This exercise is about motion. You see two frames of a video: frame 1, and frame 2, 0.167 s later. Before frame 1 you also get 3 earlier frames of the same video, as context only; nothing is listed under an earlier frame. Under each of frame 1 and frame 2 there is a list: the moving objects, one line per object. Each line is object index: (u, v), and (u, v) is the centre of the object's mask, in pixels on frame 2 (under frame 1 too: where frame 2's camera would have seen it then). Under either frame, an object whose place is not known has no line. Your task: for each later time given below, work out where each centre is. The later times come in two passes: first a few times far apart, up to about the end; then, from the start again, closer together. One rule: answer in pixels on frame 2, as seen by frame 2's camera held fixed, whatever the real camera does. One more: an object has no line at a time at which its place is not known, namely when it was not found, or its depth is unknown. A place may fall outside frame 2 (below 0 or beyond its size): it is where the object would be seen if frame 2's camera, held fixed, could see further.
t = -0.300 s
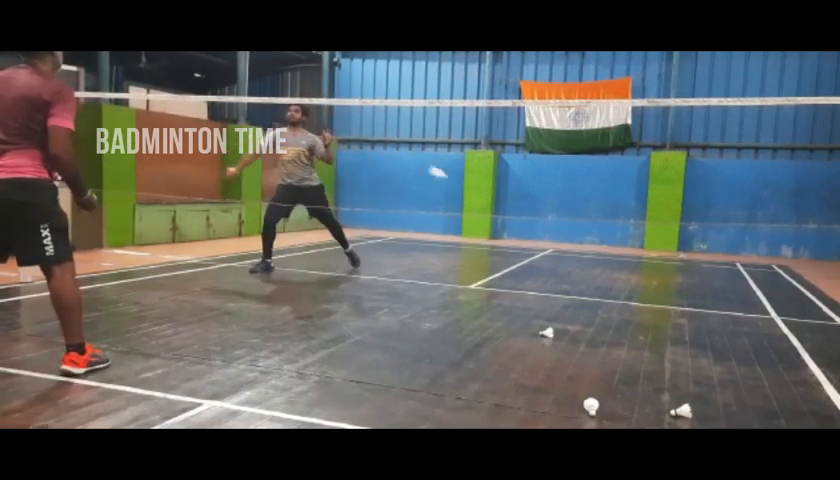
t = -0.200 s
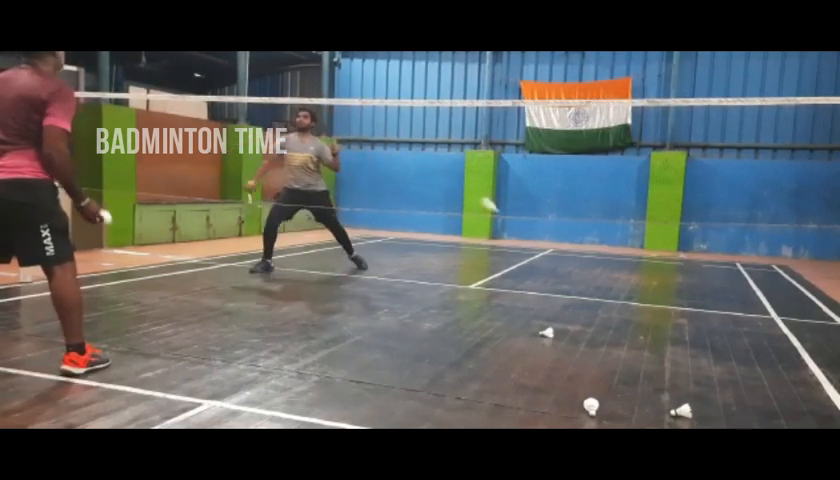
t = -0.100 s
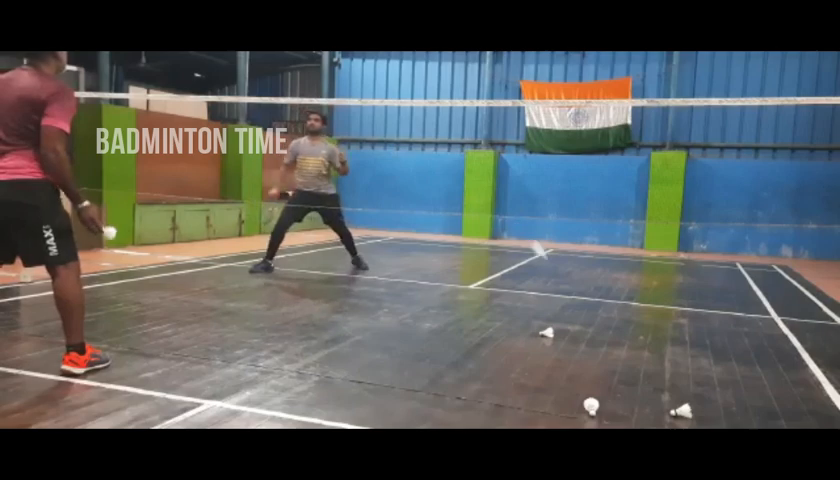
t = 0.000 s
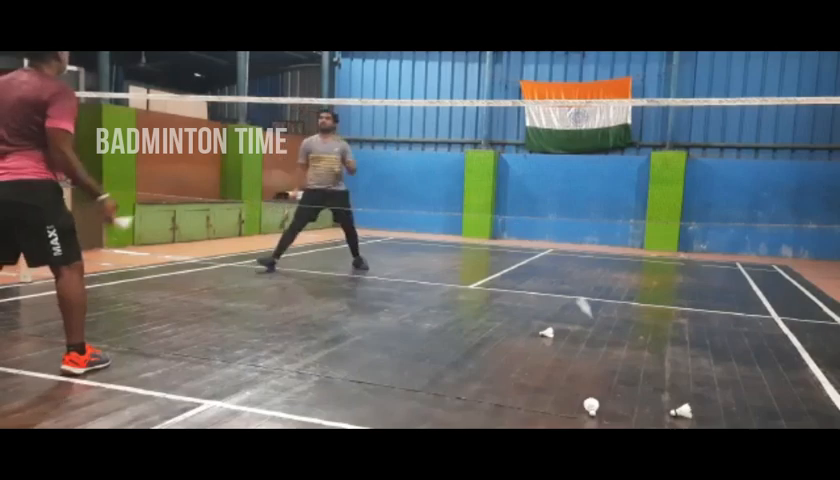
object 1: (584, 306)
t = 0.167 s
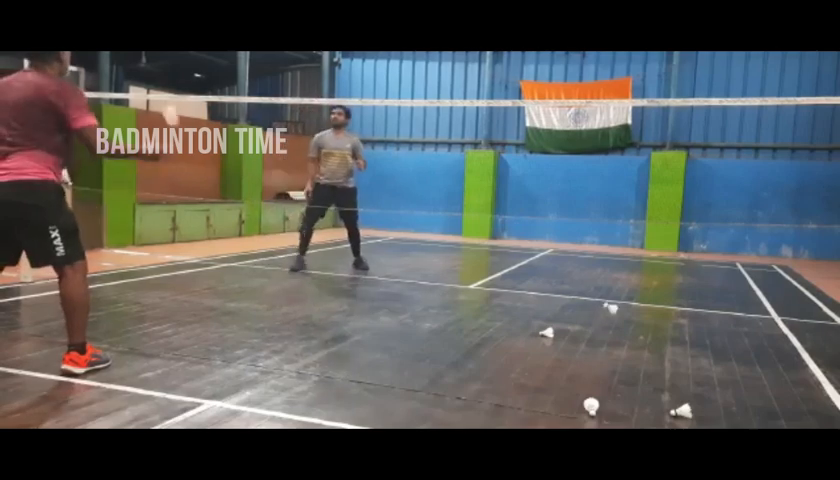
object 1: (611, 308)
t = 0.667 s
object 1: (632, 332)
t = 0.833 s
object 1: (639, 336)
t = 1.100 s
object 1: (640, 337)
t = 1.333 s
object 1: (640, 337)
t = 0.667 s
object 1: (632, 332)
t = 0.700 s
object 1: (636, 334)
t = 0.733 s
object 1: (638, 335)
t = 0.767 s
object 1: (638, 335)
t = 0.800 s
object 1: (638, 335)
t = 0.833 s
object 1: (639, 336)
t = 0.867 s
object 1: (640, 337)
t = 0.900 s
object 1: (640, 337)
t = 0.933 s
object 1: (640, 338)
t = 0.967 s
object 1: (640, 338)
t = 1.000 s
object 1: (640, 338)
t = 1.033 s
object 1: (640, 338)
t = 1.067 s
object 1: (640, 338)
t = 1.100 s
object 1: (640, 337)
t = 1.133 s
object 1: (640, 337)
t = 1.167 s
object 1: (640, 337)
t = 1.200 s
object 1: (640, 337)
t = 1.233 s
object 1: (640, 337)
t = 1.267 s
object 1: (640, 337)
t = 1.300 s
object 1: (640, 337)
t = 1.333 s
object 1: (640, 337)
